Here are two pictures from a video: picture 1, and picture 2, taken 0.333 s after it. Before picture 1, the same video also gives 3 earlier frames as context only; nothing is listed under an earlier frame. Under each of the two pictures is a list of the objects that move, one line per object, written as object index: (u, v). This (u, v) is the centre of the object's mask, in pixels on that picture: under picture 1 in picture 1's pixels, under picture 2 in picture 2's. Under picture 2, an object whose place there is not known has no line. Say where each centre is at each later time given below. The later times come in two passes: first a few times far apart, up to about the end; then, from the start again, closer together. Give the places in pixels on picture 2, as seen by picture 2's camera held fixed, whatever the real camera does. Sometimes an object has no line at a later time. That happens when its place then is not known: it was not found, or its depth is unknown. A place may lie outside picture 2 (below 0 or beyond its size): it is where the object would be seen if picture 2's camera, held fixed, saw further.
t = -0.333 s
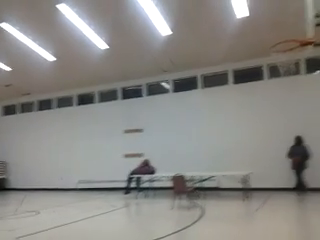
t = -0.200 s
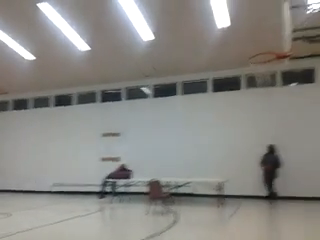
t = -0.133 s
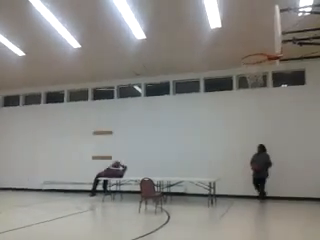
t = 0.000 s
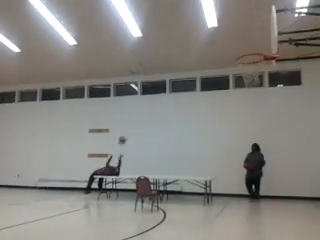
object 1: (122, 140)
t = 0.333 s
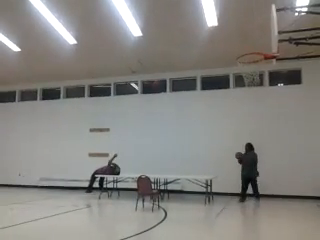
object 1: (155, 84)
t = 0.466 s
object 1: (174, 70)
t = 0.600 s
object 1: (195, 60)
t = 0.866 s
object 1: (241, 48)
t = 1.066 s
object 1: (258, 26)
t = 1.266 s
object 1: (257, 21)
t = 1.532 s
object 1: (237, 51)
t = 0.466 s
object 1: (174, 70)
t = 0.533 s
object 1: (184, 65)
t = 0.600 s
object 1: (195, 60)
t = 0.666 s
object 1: (206, 56)
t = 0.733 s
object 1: (219, 56)
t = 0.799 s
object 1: (233, 56)
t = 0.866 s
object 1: (241, 48)
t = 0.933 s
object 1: (246, 39)
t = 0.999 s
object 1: (252, 31)
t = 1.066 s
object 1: (258, 26)
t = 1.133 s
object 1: (265, 23)
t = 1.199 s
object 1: (262, 21)
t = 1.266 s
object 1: (257, 21)
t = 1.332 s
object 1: (252, 24)
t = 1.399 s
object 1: (247, 30)
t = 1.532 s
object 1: (237, 51)
